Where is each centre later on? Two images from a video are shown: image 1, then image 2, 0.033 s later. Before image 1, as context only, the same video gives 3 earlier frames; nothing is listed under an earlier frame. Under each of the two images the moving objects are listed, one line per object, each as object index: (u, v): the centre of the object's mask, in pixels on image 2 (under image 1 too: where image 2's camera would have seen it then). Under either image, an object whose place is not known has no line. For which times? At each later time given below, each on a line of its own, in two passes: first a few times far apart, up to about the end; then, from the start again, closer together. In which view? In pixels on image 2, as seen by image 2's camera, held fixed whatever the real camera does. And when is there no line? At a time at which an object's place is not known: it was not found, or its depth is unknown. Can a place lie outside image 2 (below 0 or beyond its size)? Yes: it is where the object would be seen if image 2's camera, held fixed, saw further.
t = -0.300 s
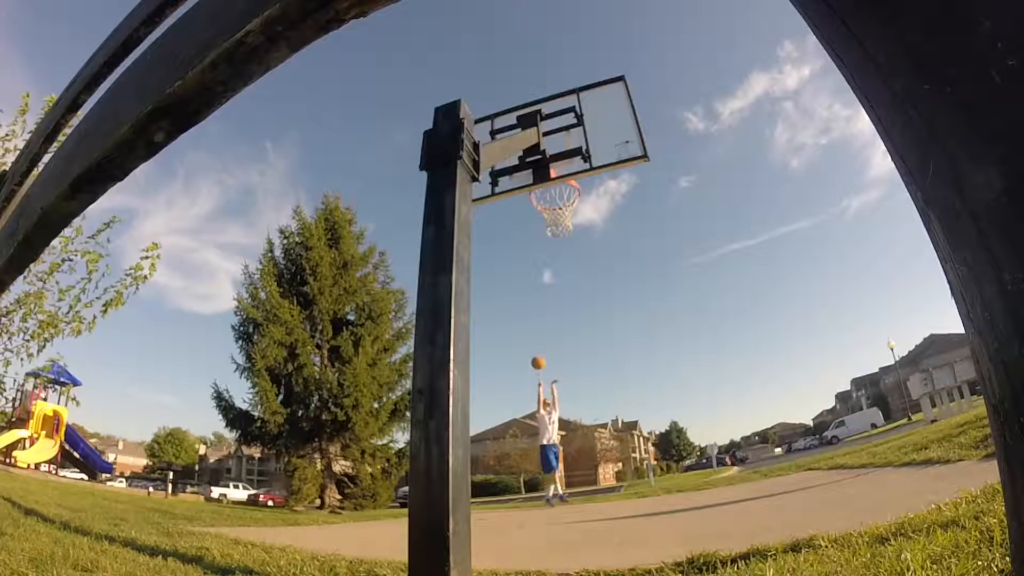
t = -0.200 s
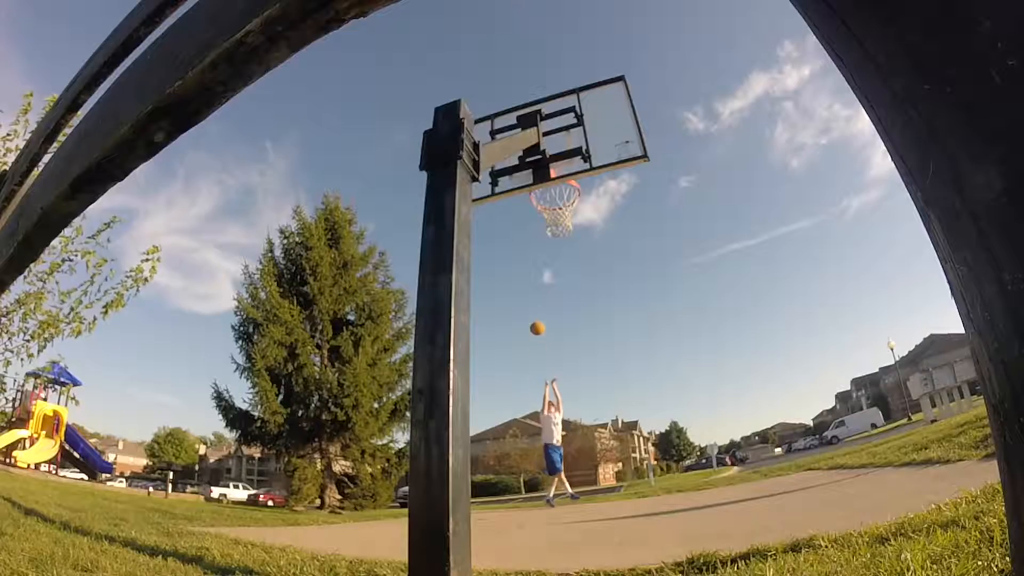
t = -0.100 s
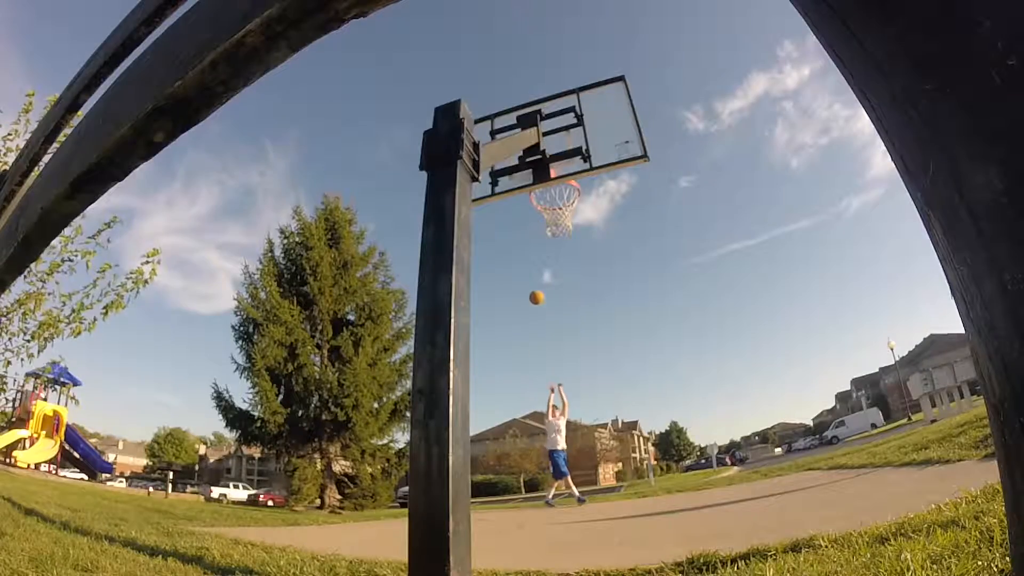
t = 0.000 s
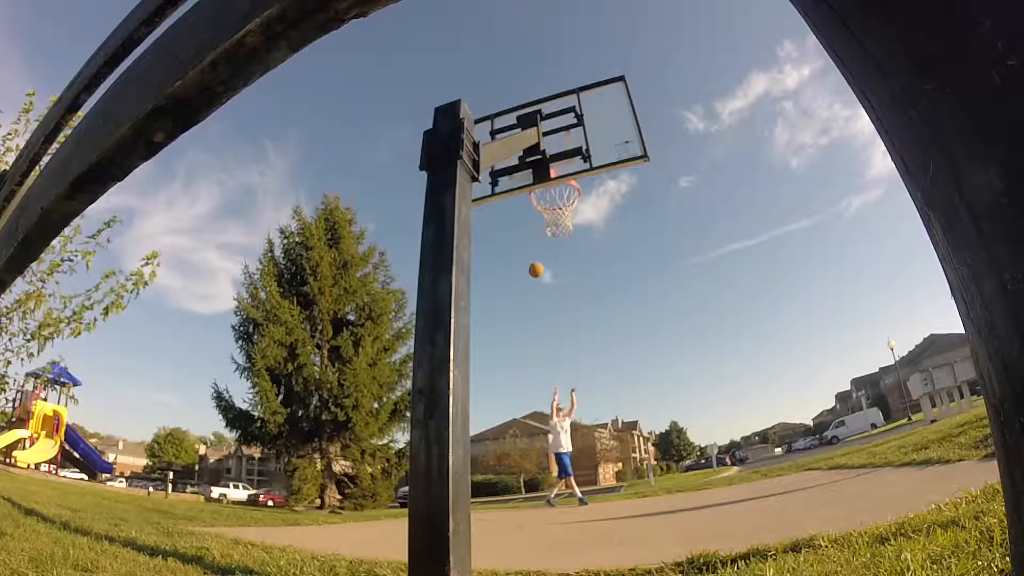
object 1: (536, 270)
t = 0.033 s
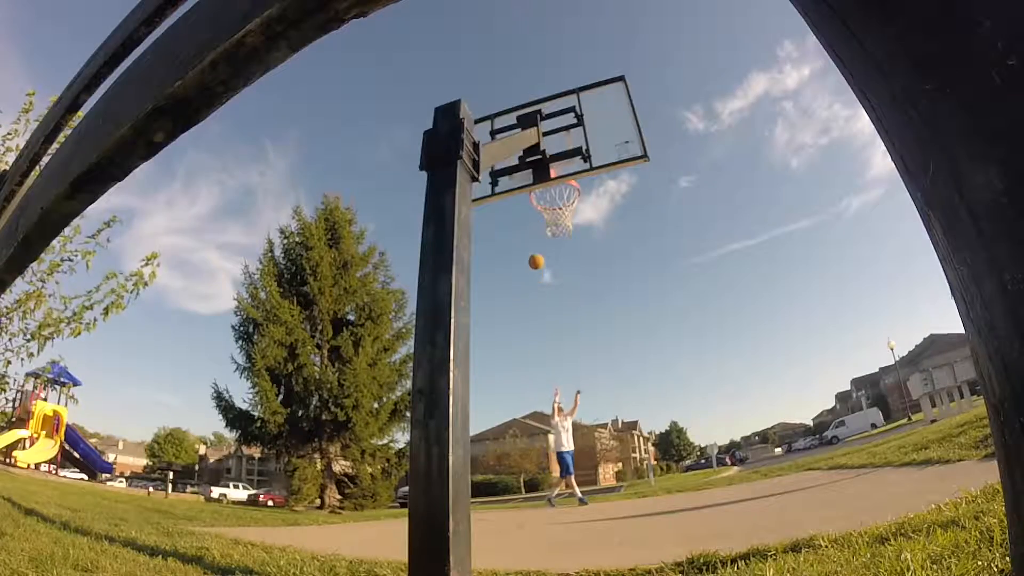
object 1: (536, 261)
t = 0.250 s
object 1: (537, 218)
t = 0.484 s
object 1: (544, 193)
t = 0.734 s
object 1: (562, 210)
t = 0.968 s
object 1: (564, 233)
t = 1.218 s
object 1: (563, 282)
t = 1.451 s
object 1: (567, 390)
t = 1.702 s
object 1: (565, 477)
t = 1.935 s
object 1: (545, 369)
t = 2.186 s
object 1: (530, 322)
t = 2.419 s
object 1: (519, 337)
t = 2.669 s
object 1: (511, 421)
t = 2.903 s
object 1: (503, 491)
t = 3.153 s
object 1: (490, 395)
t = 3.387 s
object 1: (482, 372)
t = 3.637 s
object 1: (478, 417)
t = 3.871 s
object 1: (476, 527)
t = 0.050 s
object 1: (536, 257)
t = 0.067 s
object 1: (536, 253)
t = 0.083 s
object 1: (537, 250)
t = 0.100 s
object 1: (536, 246)
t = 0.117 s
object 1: (537, 242)
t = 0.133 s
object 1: (536, 239)
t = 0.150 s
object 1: (536, 235)
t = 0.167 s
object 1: (536, 232)
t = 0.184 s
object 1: (537, 229)
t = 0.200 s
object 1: (537, 225)
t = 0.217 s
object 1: (537, 222)
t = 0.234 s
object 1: (537, 220)
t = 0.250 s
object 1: (537, 218)
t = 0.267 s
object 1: (537, 215)
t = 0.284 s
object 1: (536, 214)
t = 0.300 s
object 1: (535, 212)
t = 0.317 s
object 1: (537, 207)
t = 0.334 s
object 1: (538, 204)
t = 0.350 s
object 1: (542, 199)
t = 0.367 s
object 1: (542, 198)
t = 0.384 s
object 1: (541, 198)
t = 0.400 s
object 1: (542, 197)
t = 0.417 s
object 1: (542, 196)
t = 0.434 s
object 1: (543, 196)
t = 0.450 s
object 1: (544, 194)
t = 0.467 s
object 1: (544, 194)
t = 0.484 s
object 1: (544, 193)
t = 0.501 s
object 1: (544, 193)
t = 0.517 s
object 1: (545, 193)
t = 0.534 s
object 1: (547, 192)
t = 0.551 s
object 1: (547, 192)
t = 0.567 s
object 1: (548, 192)
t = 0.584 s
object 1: (548, 192)
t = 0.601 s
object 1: (548, 193)
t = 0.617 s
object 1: (550, 192)
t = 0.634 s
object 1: (551, 193)
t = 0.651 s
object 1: (552, 194)
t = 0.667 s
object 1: (553, 195)
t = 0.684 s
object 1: (555, 199)
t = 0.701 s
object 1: (558, 203)
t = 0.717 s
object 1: (559, 207)
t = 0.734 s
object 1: (562, 210)
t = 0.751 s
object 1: (562, 214)
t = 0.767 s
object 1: (564, 217)
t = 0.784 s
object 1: (565, 220)
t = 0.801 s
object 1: (566, 222)
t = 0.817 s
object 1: (566, 224)
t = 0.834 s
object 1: (566, 226)
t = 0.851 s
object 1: (566, 226)
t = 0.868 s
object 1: (565, 227)
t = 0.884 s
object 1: (565, 227)
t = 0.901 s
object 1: (565, 228)
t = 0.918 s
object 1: (564, 229)
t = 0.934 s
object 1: (564, 230)
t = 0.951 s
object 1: (564, 231)
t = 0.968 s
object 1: (564, 233)
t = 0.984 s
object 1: (564, 234)
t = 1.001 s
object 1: (564, 236)
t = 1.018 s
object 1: (563, 238)
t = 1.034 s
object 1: (563, 240)
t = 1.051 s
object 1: (562, 242)
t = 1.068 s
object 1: (563, 245)
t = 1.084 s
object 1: (562, 248)
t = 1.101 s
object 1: (563, 251)
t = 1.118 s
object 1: (562, 255)
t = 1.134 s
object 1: (563, 259)
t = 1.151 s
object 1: (562, 263)
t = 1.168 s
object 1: (562, 267)
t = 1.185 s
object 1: (563, 272)
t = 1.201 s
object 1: (563, 277)
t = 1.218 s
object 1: (563, 282)
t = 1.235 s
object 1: (563, 288)
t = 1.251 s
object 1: (563, 294)
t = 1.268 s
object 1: (563, 300)
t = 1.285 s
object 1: (564, 306)
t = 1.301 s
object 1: (564, 313)
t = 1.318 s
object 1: (564, 320)
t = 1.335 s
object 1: (565, 328)
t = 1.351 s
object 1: (565, 336)
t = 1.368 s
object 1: (565, 344)
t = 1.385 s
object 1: (565, 353)
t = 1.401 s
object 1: (566, 362)
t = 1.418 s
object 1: (566, 371)
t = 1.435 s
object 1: (566, 380)
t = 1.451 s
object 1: (567, 390)
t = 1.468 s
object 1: (568, 400)
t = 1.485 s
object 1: (567, 412)
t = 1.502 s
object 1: (569, 423)
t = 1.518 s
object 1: (569, 433)
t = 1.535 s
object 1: (570, 446)
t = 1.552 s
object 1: (570, 458)
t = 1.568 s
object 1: (571, 470)
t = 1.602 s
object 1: (571, 495)
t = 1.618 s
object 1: (571, 508)
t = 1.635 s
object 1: (572, 519)
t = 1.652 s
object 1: (570, 508)
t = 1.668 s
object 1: (569, 498)
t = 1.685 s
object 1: (567, 487)
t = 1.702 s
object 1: (565, 477)
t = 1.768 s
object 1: (560, 439)
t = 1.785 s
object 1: (559, 431)
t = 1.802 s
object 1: (558, 423)
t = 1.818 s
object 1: (556, 414)
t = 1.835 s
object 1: (553, 407)
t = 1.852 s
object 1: (552, 401)
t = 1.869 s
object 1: (551, 394)
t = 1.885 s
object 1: (549, 387)
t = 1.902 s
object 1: (548, 381)
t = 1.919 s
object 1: (546, 374)
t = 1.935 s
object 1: (545, 369)
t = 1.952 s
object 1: (544, 364)
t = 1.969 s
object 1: (543, 359)
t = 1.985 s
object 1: (542, 354)
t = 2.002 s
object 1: (541, 350)
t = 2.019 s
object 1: (539, 346)
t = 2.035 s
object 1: (538, 342)
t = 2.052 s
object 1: (537, 339)
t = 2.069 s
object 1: (536, 336)
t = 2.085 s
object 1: (535, 334)
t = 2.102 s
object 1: (534, 331)
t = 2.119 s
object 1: (533, 329)
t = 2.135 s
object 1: (532, 327)
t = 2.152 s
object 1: (531, 325)
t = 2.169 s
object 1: (531, 324)
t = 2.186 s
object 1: (530, 322)
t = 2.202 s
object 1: (529, 322)
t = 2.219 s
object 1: (528, 321)
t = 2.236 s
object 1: (527, 321)
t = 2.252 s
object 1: (526, 321)
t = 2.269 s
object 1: (526, 321)
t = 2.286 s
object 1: (525, 322)
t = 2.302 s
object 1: (524, 323)
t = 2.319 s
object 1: (523, 324)
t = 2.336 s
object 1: (523, 325)
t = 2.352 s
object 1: (522, 327)
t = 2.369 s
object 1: (521, 329)
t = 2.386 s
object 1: (521, 332)
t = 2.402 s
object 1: (520, 334)
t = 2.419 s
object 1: (519, 337)
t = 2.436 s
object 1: (519, 340)
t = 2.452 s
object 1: (518, 344)
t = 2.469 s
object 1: (517, 347)
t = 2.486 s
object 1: (517, 352)
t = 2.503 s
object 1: (516, 356)
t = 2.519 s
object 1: (516, 361)
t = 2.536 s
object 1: (515, 366)
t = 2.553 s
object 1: (515, 372)
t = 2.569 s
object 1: (514, 378)
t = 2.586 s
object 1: (513, 384)
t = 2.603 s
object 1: (513, 391)
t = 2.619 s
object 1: (513, 398)
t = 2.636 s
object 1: (512, 405)
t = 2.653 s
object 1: (511, 413)
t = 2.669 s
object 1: (511, 421)
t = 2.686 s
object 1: (511, 430)
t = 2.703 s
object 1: (510, 438)
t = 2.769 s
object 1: (509, 479)
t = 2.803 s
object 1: (508, 501)
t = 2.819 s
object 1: (507, 513)
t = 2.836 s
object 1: (507, 525)
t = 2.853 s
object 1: (506, 520)
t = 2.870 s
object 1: (505, 509)
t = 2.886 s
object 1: (504, 500)
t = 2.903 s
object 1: (503, 491)
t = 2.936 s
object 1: (501, 474)
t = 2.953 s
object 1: (500, 465)
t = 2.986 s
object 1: (499, 450)
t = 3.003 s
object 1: (498, 444)
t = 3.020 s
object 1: (497, 437)
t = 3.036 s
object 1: (496, 430)
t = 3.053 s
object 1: (494, 425)
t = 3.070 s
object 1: (494, 419)
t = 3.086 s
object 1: (493, 413)
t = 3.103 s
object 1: (492, 409)
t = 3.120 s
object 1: (491, 404)
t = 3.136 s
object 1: (490, 399)
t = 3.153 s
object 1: (490, 395)
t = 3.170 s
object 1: (489, 392)
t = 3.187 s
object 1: (488, 388)
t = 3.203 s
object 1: (487, 385)
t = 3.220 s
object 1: (487, 383)
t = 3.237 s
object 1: (486, 380)
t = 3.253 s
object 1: (485, 378)
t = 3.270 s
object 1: (485, 376)
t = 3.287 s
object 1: (484, 375)
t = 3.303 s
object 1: (484, 374)
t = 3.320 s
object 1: (483, 373)
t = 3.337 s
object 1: (483, 372)
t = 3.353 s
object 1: (483, 372)
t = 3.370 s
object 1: (482, 372)
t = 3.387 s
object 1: (482, 372)
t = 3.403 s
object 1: (481, 373)
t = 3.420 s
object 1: (481, 374)
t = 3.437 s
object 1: (481, 375)
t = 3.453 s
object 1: (481, 377)
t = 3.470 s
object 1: (480, 379)
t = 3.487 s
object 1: (480, 381)
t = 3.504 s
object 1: (480, 384)
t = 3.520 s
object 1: (480, 387)
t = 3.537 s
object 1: (479, 390)
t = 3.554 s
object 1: (479, 394)
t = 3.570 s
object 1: (479, 398)
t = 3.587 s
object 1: (479, 402)
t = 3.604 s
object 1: (478, 407)
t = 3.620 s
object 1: (478, 412)
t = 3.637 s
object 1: (478, 417)
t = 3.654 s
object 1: (478, 424)
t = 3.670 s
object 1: (478, 429)
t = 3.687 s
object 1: (478, 436)
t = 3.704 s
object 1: (477, 444)
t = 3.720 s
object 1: (477, 450)
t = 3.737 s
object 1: (477, 458)
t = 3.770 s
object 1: (477, 475)
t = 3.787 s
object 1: (477, 484)
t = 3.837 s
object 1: (477, 513)
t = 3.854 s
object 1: (477, 523)
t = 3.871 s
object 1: (476, 527)
